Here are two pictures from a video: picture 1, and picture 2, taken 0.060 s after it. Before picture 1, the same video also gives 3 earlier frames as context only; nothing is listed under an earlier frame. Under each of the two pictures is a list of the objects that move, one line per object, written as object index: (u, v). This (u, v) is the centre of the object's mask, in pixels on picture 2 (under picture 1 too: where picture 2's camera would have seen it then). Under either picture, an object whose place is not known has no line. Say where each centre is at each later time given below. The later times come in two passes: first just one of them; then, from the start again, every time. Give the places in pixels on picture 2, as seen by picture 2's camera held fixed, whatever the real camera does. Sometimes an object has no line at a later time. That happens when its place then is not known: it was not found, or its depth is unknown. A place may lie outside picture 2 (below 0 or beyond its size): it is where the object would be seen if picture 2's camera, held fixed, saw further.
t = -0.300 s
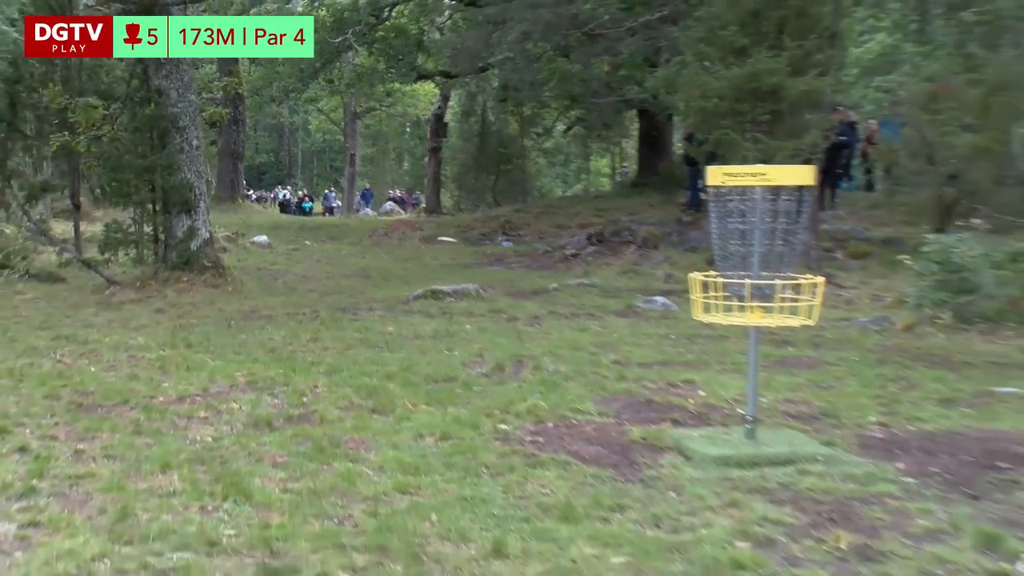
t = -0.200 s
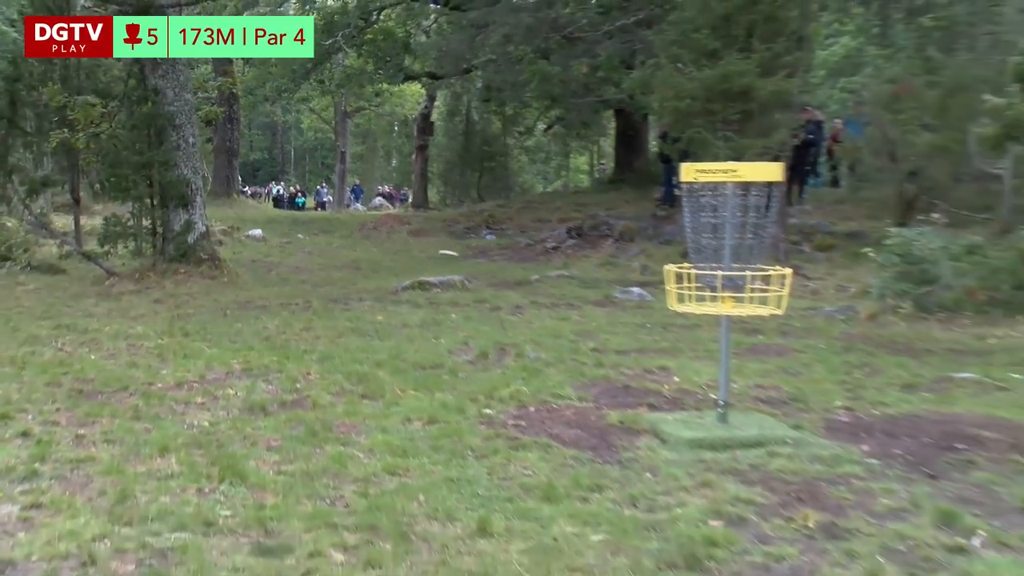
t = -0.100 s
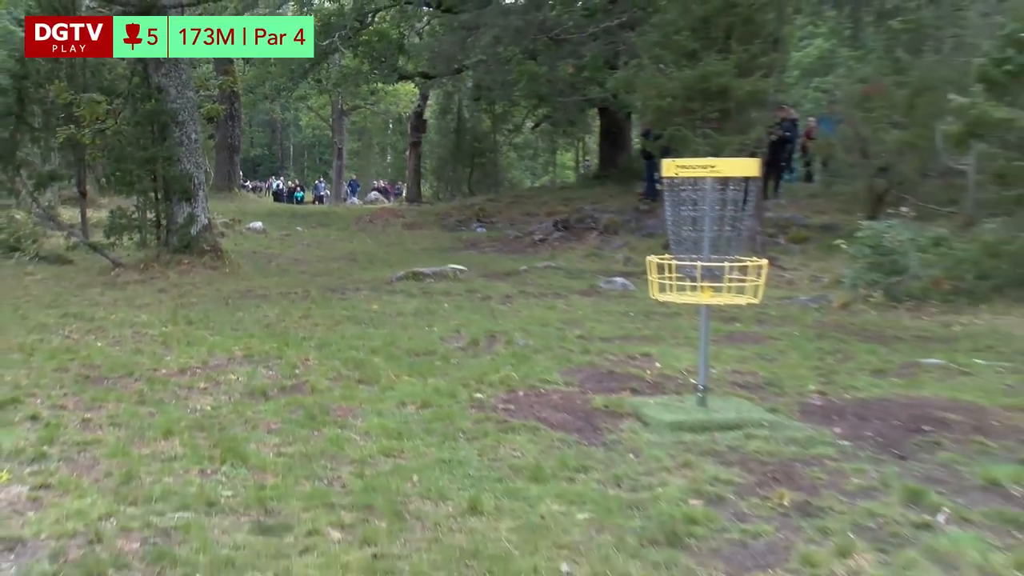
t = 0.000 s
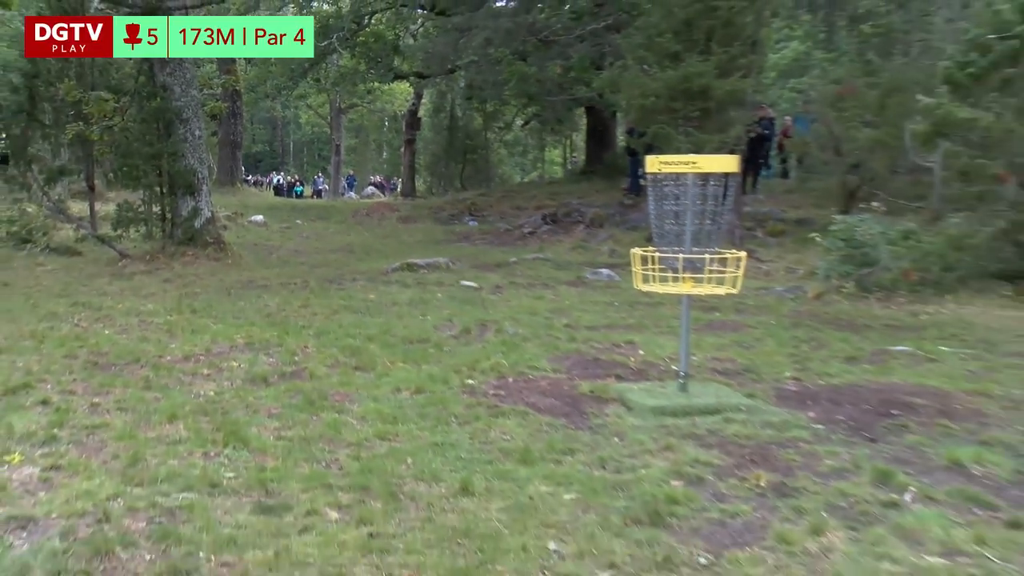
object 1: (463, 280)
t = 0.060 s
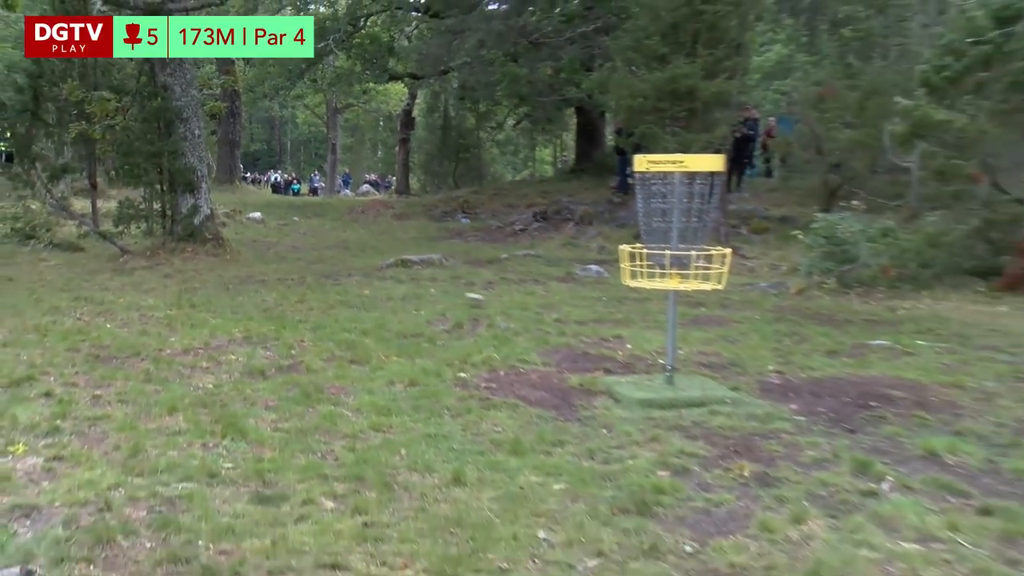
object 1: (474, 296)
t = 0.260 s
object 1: (497, 306)
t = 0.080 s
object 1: (479, 302)
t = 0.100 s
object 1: (482, 307)
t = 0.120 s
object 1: (487, 307)
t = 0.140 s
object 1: (490, 306)
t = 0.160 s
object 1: (492, 305)
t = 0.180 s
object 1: (492, 304)
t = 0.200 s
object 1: (494, 304)
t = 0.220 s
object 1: (494, 304)
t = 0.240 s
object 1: (496, 305)
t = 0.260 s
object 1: (497, 306)
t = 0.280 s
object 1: (499, 307)
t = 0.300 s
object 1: (499, 309)
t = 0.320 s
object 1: (501, 312)
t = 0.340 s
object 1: (502, 314)
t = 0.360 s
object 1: (503, 318)
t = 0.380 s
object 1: (504, 320)
